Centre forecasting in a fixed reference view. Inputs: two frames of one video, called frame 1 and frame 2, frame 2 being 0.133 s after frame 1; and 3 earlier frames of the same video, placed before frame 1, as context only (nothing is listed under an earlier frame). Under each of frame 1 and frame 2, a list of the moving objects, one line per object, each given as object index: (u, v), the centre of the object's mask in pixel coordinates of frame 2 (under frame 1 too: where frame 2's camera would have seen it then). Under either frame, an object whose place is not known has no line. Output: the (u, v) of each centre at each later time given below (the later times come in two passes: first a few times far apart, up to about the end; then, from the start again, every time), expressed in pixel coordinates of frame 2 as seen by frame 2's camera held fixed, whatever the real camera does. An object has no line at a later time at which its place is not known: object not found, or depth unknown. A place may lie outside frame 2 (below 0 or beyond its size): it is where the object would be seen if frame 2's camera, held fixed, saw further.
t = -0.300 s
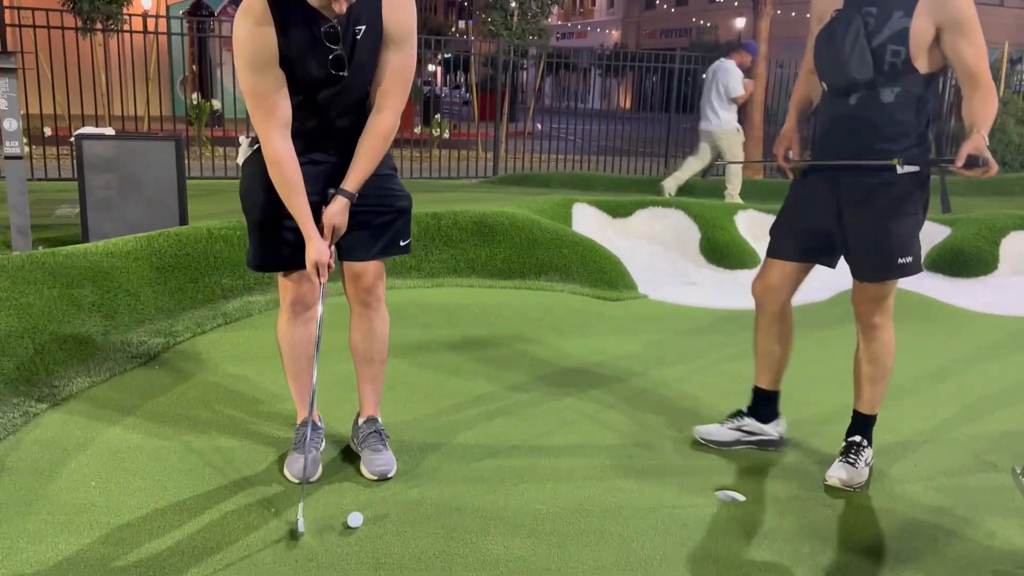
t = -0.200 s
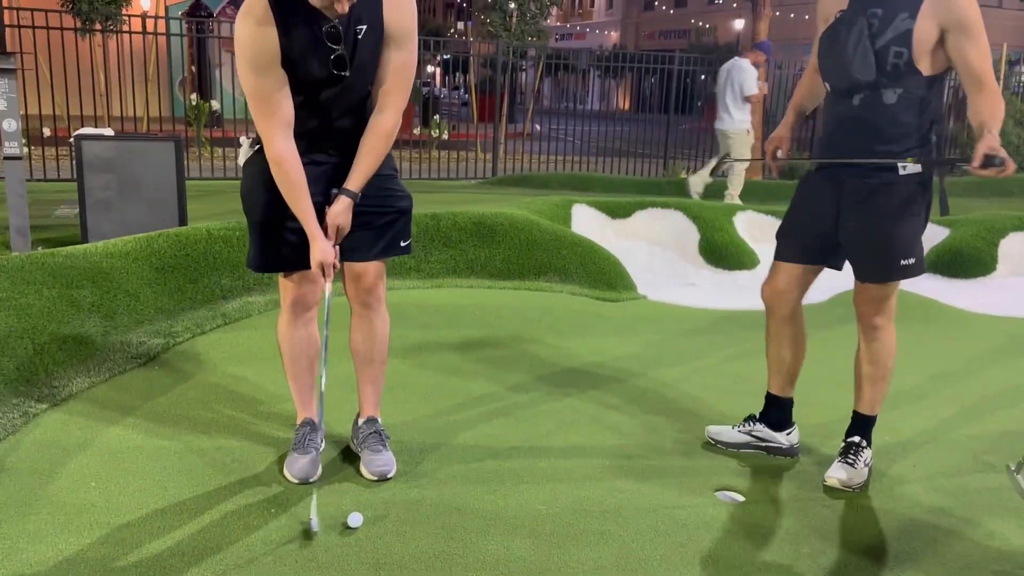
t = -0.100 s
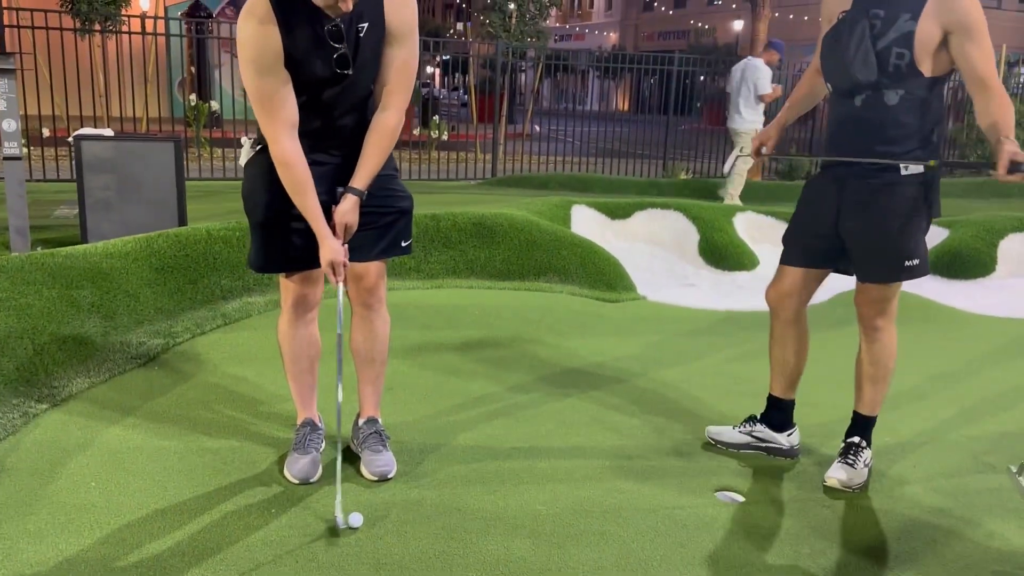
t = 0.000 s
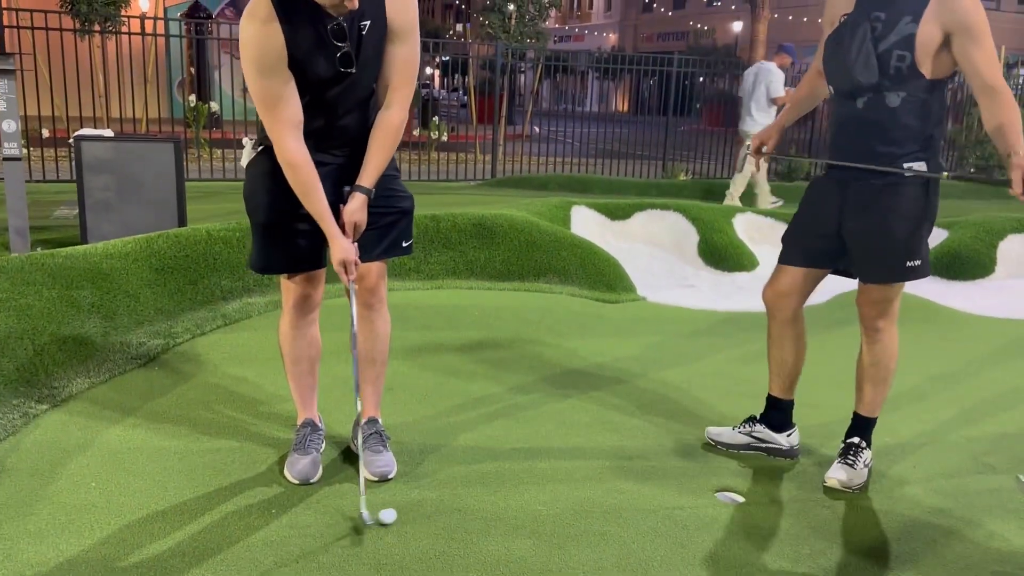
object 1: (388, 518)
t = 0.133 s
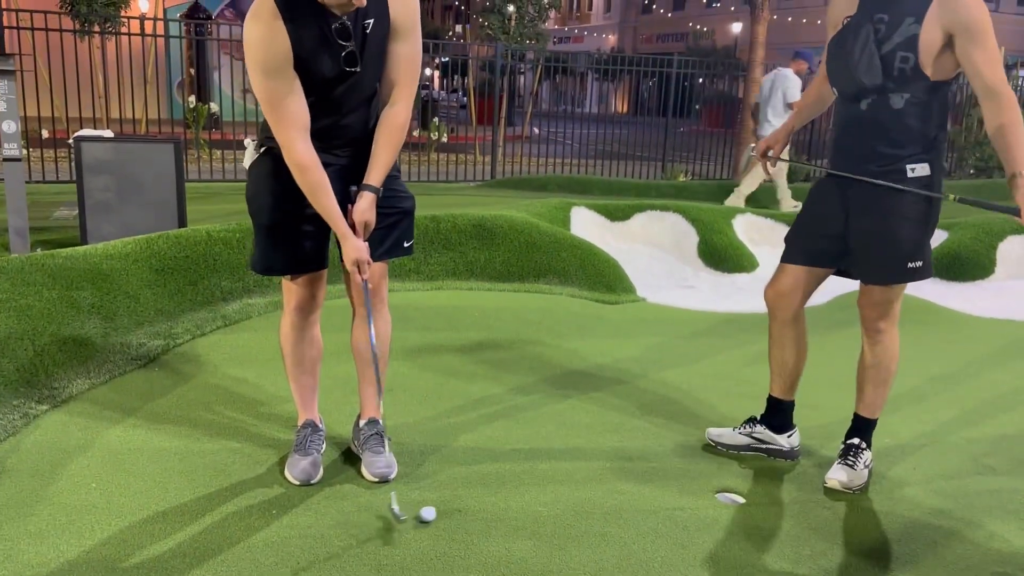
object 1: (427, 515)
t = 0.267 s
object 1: (462, 512)
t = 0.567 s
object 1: (536, 507)
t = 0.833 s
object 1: (595, 504)
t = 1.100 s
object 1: (644, 499)
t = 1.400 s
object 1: (689, 493)
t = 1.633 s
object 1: (718, 491)
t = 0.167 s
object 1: (436, 514)
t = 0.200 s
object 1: (445, 513)
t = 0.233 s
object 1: (454, 513)
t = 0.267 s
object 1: (462, 512)
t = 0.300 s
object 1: (471, 511)
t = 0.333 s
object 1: (479, 511)
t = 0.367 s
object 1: (488, 510)
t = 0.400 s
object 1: (496, 509)
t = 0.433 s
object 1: (504, 509)
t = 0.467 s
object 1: (512, 509)
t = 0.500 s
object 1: (520, 508)
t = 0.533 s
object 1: (528, 508)
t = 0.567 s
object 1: (536, 507)
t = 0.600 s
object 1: (544, 507)
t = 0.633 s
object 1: (552, 506)
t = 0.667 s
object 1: (559, 506)
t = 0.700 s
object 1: (566, 506)
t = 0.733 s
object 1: (574, 506)
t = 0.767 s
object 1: (581, 505)
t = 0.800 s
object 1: (588, 505)
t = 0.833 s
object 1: (595, 504)
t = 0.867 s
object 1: (601, 504)
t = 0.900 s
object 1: (607, 503)
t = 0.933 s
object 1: (614, 503)
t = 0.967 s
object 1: (620, 502)
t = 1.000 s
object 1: (626, 501)
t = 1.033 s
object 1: (632, 501)
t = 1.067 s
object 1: (638, 500)
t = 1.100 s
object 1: (644, 499)
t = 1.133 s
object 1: (650, 498)
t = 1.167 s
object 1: (655, 498)
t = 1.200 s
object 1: (660, 497)
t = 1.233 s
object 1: (665, 496)
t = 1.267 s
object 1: (670, 496)
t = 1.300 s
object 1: (675, 495)
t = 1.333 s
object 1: (680, 494)
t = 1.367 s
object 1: (685, 494)
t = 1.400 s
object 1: (689, 493)
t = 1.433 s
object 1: (694, 492)
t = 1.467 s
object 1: (698, 492)
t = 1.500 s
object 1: (702, 491)
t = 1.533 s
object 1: (706, 491)
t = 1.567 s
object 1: (710, 490)
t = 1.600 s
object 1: (714, 490)
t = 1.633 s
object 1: (718, 491)
